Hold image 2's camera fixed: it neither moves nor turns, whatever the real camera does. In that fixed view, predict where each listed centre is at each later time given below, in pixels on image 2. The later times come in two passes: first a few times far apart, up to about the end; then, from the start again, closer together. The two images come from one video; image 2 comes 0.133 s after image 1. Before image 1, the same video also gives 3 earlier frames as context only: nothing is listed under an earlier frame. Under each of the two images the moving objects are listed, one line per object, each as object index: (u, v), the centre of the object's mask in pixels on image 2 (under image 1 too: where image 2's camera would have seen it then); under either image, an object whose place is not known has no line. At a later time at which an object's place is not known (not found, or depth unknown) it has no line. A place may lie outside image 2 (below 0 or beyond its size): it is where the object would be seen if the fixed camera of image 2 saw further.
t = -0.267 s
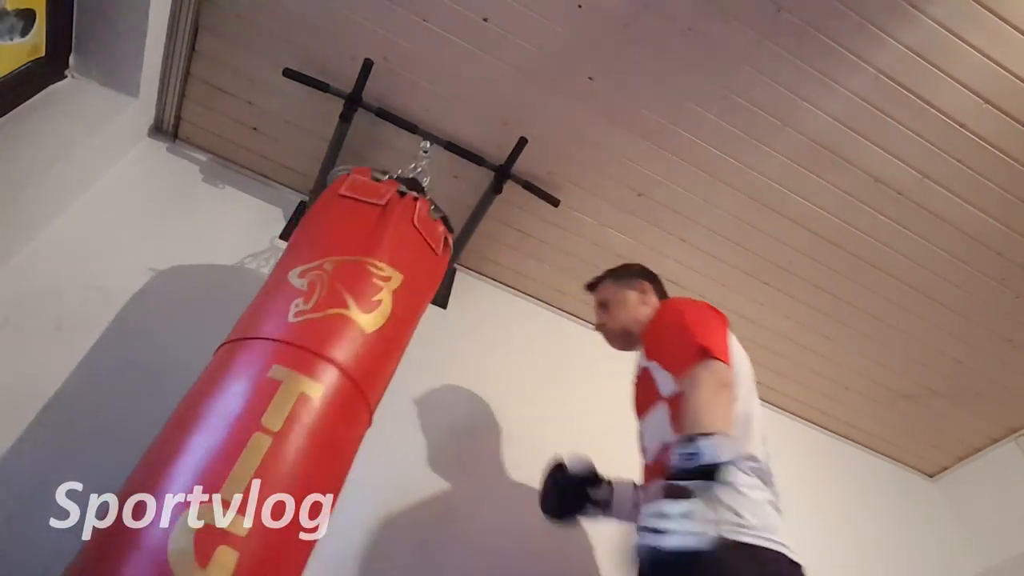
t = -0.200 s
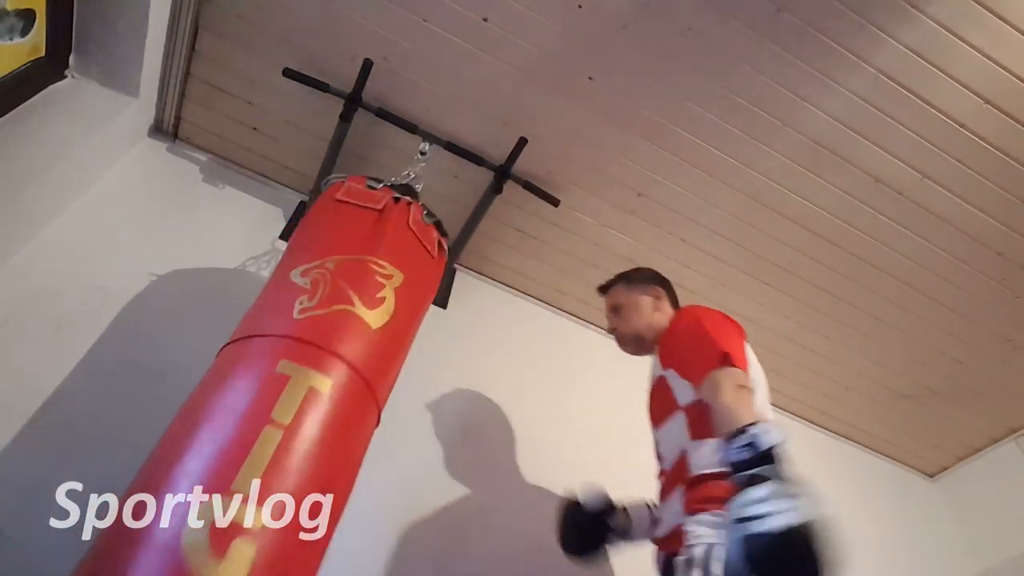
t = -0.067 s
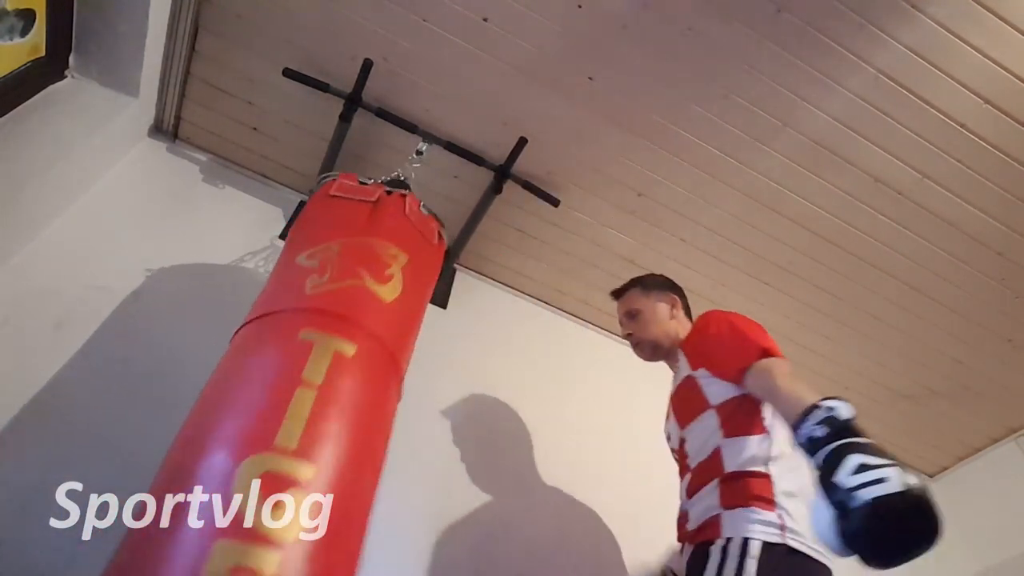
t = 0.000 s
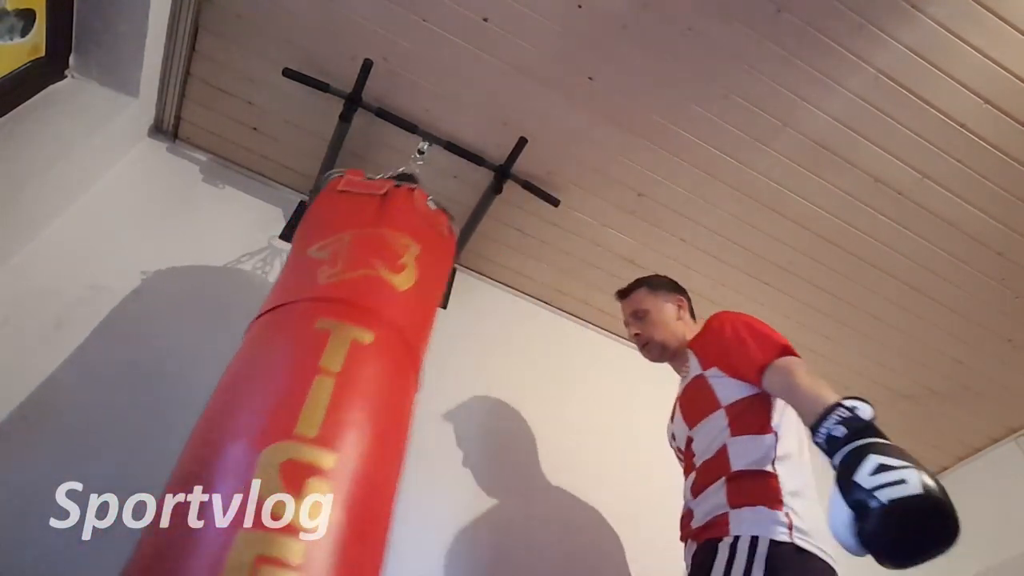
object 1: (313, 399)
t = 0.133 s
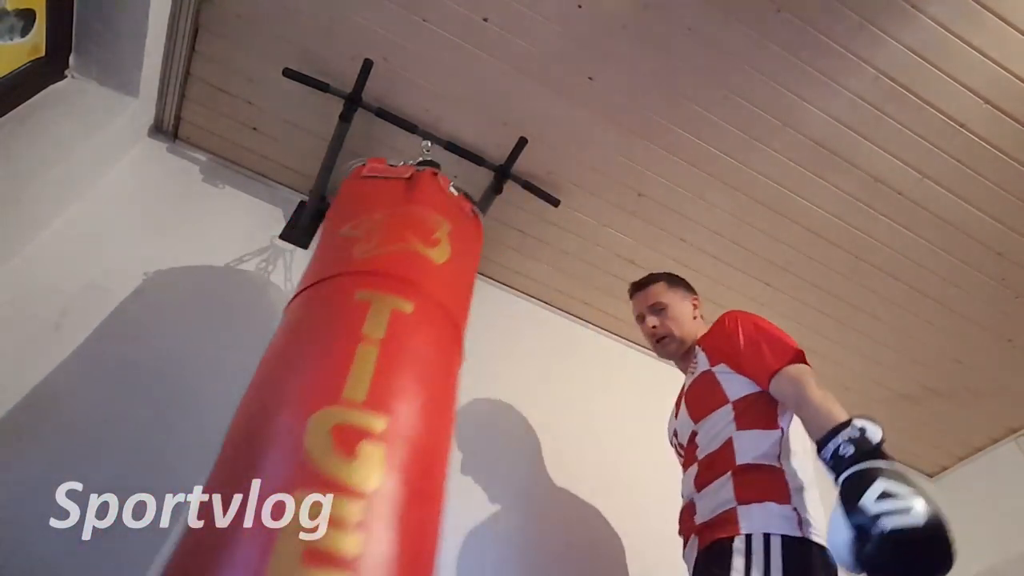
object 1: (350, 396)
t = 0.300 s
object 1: (384, 399)
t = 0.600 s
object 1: (411, 396)
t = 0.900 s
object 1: (371, 398)
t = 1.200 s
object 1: (316, 407)
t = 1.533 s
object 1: (280, 414)
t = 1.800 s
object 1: (272, 410)
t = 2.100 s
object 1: (289, 404)
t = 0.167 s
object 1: (358, 395)
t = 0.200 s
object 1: (365, 396)
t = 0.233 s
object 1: (371, 397)
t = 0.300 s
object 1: (384, 399)
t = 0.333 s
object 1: (390, 399)
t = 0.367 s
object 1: (396, 400)
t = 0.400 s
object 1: (401, 400)
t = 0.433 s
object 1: (406, 399)
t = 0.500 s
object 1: (412, 397)
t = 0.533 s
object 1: (413, 396)
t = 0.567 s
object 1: (413, 395)
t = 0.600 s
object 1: (411, 396)
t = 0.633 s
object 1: (408, 397)
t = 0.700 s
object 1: (399, 399)
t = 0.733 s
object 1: (395, 400)
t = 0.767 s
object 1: (391, 400)
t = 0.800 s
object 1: (386, 399)
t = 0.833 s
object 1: (381, 399)
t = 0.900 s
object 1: (371, 398)
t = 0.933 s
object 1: (365, 398)
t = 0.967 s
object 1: (359, 399)
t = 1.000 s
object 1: (352, 401)
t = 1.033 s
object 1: (346, 402)
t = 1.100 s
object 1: (333, 405)
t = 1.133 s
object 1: (327, 406)
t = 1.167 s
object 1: (321, 407)
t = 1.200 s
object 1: (316, 407)
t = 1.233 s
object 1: (311, 407)
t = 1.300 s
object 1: (301, 408)
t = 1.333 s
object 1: (296, 408)
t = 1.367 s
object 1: (291, 409)
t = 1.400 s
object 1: (287, 411)
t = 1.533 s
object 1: (280, 414)
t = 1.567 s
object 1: (280, 414)
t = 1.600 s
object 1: (279, 412)
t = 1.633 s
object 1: (277, 410)
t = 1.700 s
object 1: (272, 408)
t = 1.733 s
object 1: (271, 407)
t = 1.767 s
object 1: (271, 408)
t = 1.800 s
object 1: (272, 410)
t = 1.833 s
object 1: (273, 411)
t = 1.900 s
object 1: (278, 412)
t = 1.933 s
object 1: (280, 412)
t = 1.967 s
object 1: (282, 410)
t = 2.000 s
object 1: (283, 408)
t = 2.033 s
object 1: (284, 406)
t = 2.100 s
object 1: (289, 404)
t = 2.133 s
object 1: (292, 405)
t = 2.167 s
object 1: (296, 405)
